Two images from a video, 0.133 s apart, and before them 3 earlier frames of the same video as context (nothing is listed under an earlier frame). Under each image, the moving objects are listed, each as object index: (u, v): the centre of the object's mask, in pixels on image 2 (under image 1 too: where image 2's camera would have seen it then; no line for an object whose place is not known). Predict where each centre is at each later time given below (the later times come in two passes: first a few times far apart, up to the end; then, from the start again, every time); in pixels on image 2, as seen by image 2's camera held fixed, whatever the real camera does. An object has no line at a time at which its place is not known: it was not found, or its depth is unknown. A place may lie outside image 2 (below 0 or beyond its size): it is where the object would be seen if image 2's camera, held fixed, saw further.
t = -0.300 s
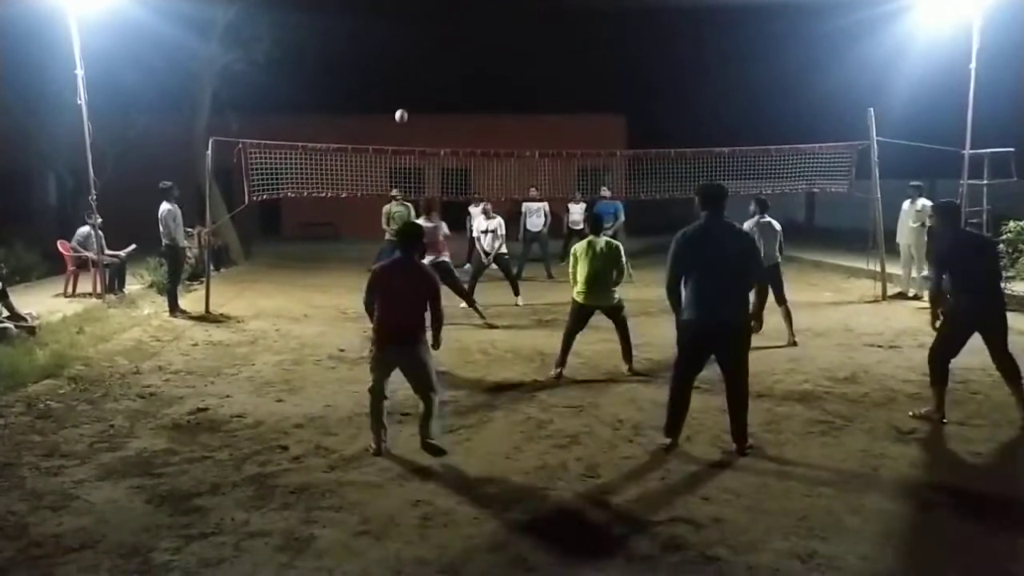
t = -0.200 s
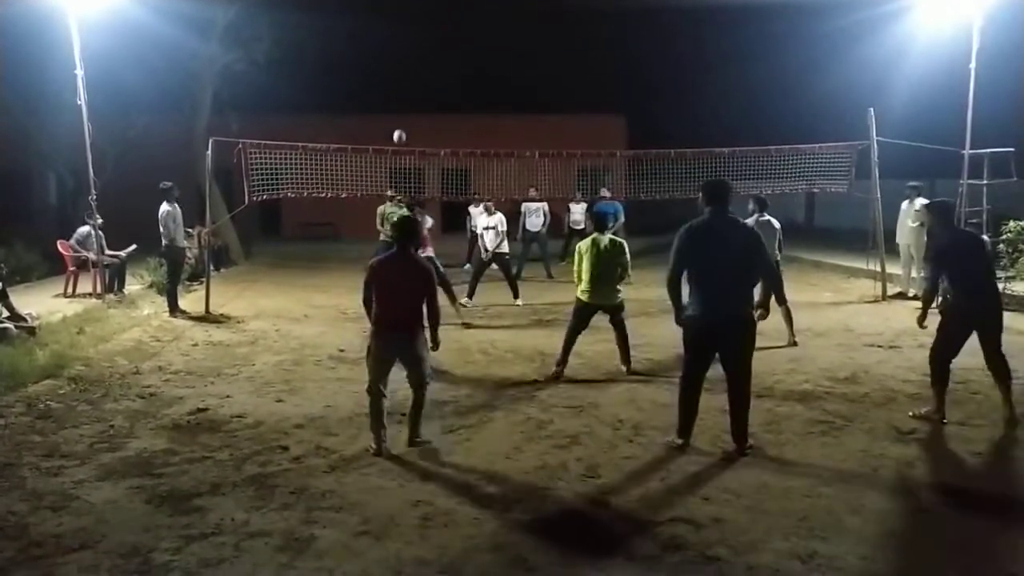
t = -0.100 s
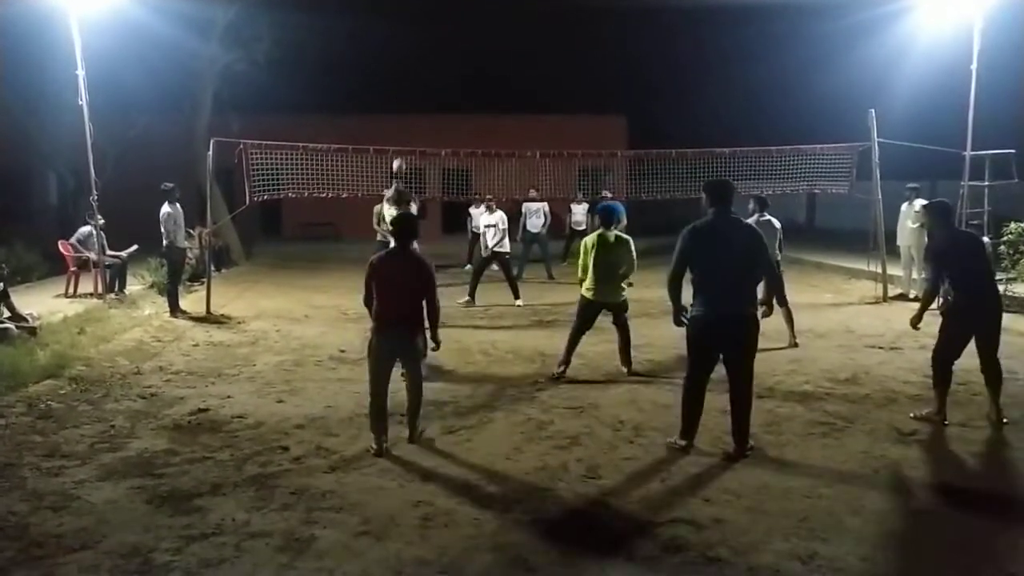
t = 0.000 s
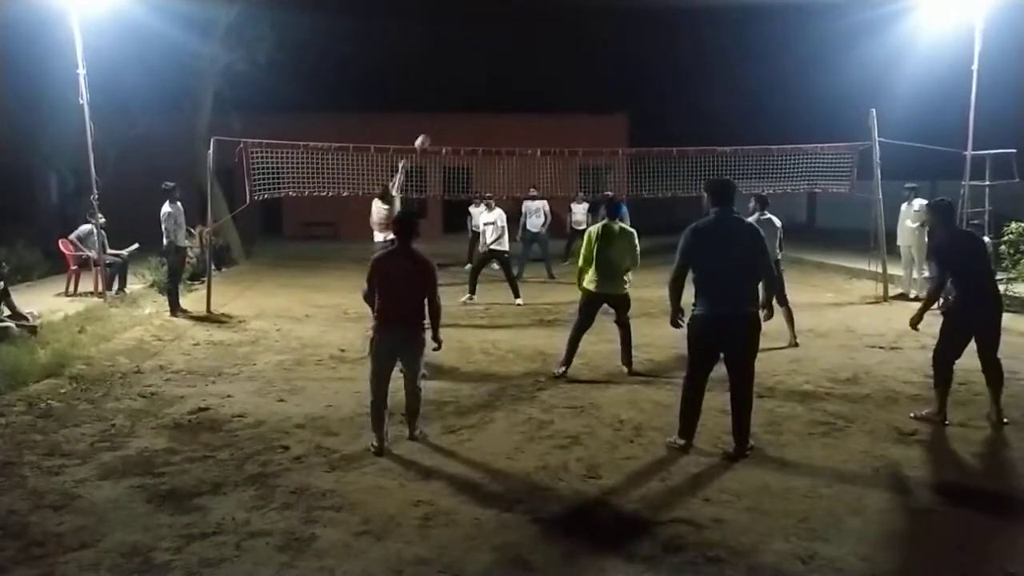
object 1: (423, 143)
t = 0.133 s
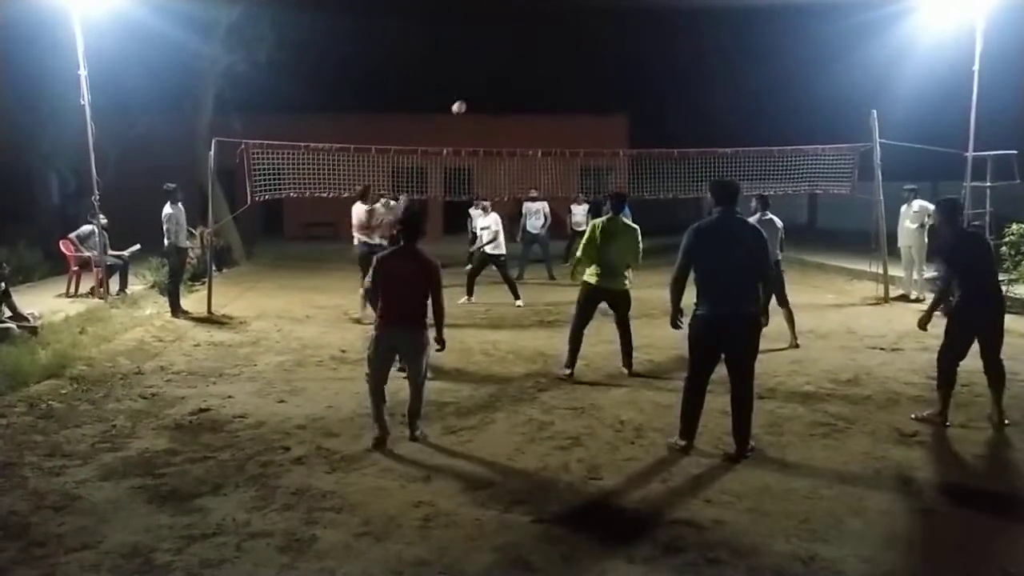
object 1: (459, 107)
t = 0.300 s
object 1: (500, 84)
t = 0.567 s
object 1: (556, 88)
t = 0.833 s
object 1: (603, 132)
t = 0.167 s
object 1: (466, 101)
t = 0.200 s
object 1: (476, 94)
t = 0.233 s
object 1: (484, 90)
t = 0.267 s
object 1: (491, 87)
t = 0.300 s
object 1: (500, 84)
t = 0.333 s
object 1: (507, 82)
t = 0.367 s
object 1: (514, 80)
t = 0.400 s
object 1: (522, 80)
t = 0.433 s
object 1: (529, 80)
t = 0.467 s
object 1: (536, 81)
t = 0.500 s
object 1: (543, 83)
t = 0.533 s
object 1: (550, 85)
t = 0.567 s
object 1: (556, 88)
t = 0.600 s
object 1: (563, 92)
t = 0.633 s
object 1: (569, 96)
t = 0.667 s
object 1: (575, 101)
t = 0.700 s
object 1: (581, 106)
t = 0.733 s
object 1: (586, 112)
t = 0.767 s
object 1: (592, 118)
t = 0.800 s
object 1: (598, 126)
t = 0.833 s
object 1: (603, 132)
